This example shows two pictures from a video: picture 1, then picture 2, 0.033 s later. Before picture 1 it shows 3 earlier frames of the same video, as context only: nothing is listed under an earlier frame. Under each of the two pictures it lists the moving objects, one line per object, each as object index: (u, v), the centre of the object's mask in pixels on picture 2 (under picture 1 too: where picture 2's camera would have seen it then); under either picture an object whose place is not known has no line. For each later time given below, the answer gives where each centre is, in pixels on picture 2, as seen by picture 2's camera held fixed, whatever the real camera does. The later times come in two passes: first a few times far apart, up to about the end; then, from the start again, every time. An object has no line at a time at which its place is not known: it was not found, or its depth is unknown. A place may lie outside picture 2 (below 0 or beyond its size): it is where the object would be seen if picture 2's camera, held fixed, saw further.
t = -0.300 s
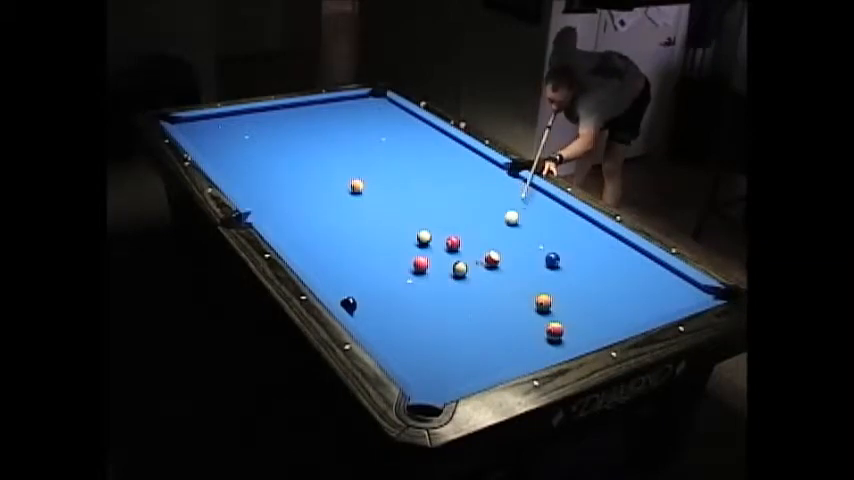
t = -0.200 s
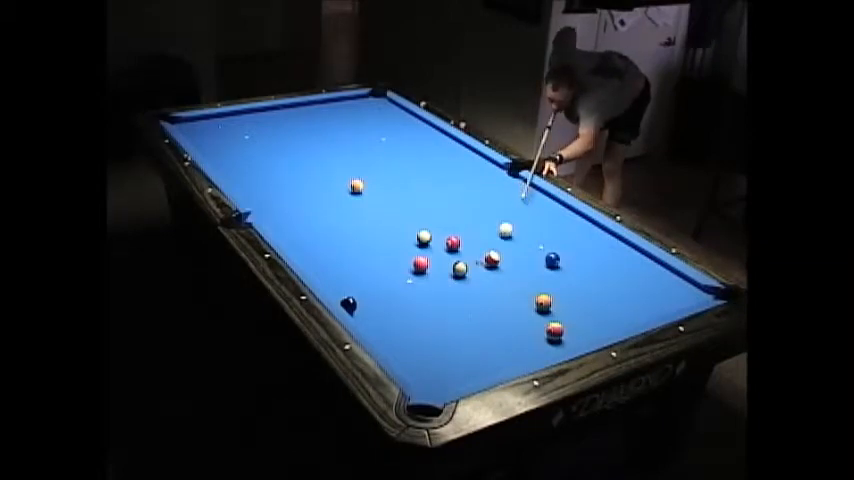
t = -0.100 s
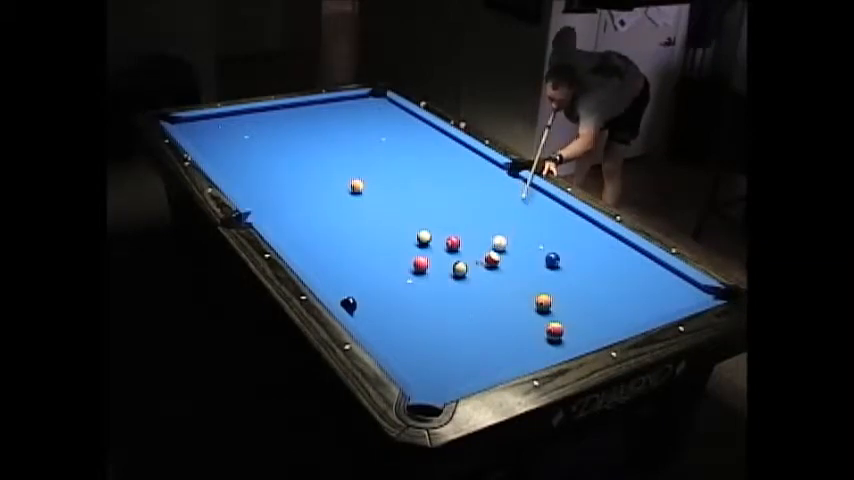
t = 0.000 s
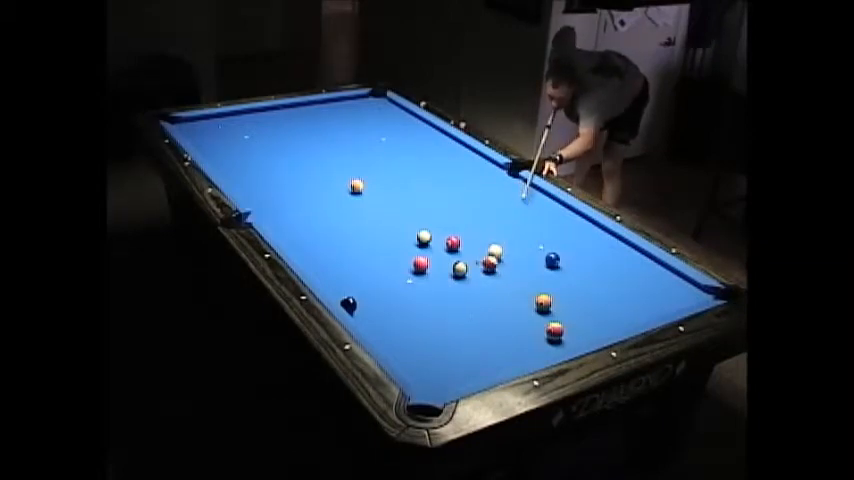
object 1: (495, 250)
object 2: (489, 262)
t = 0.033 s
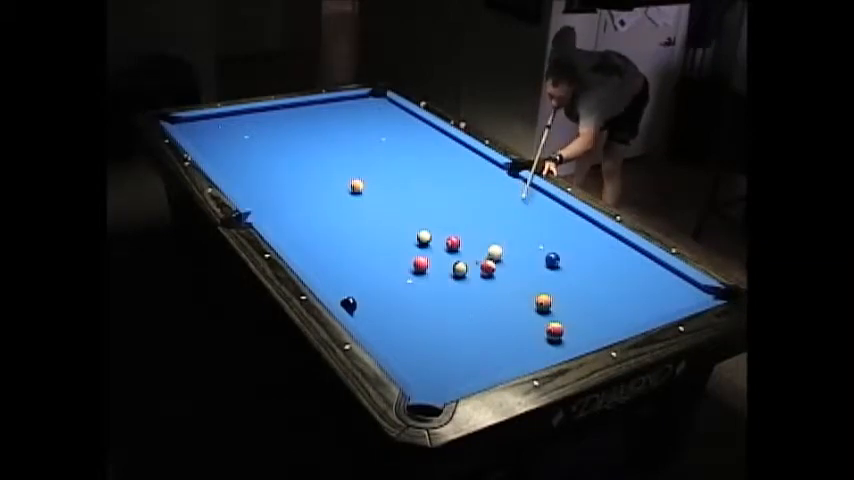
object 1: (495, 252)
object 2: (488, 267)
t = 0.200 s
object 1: (493, 256)
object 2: (479, 284)
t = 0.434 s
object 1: (490, 262)
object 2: (469, 307)
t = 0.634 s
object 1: (488, 266)
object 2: (458, 328)
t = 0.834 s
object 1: (486, 270)
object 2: (448, 350)
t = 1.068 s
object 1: (484, 274)
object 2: (434, 377)
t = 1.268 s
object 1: (482, 278)
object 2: (422, 401)
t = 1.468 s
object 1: (481, 280)
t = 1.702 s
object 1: (479, 283)
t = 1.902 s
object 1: (478, 285)
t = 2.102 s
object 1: (477, 287)
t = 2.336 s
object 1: (476, 289)
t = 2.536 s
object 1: (476, 290)
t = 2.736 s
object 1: (476, 290)
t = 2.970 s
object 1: (476, 290)
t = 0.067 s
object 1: (495, 253)
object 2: (486, 270)
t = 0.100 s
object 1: (494, 254)
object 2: (484, 275)
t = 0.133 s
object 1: (494, 255)
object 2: (482, 278)
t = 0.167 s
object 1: (493, 256)
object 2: (481, 282)
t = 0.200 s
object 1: (493, 256)
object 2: (479, 284)
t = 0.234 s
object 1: (493, 257)
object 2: (478, 288)
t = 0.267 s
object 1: (492, 258)
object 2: (476, 290)
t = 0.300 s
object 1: (491, 259)
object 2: (474, 295)
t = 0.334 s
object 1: (491, 259)
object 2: (473, 297)
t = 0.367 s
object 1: (491, 260)
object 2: (472, 301)
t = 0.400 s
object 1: (490, 261)
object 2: (470, 304)
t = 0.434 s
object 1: (490, 262)
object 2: (469, 307)
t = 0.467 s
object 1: (490, 262)
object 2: (467, 311)
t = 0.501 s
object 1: (489, 263)
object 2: (465, 314)
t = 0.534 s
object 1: (489, 264)
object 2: (464, 317)
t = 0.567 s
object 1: (488, 264)
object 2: (462, 321)
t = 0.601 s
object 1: (488, 265)
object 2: (460, 324)
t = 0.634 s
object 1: (488, 266)
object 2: (458, 328)
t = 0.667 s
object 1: (488, 267)
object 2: (457, 332)
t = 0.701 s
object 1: (487, 267)
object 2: (455, 335)
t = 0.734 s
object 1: (487, 268)
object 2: (453, 339)
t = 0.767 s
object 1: (487, 268)
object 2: (451, 342)
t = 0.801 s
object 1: (486, 269)
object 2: (449, 346)
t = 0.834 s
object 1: (486, 270)
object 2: (448, 350)
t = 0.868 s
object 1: (486, 271)
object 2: (446, 353)
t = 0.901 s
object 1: (486, 271)
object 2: (444, 358)
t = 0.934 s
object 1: (485, 272)
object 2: (442, 361)
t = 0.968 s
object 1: (485, 272)
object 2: (440, 365)
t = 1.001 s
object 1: (485, 273)
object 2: (438, 369)
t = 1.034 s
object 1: (485, 273)
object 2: (436, 373)
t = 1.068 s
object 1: (484, 274)
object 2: (434, 377)
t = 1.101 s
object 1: (484, 275)
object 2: (433, 380)
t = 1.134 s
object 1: (483, 275)
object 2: (431, 384)
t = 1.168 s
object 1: (483, 276)
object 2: (429, 388)
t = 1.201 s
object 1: (483, 277)
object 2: (426, 392)
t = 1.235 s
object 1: (482, 277)
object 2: (424, 397)
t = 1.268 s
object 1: (482, 278)
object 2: (422, 401)
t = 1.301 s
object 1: (482, 278)
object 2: (420, 411)
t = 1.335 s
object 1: (482, 278)
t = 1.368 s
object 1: (482, 279)
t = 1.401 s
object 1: (481, 279)
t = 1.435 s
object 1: (481, 280)
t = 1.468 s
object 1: (481, 280)
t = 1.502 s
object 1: (481, 280)
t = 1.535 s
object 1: (480, 281)
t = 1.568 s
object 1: (480, 281)
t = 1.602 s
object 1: (480, 282)
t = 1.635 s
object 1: (479, 283)
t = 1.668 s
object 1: (479, 283)
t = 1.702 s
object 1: (479, 283)
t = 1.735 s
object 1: (479, 283)
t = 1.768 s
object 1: (479, 284)
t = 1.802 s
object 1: (479, 284)
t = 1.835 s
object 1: (478, 284)
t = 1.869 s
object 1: (478, 284)
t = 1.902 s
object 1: (478, 285)
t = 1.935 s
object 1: (478, 286)
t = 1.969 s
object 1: (478, 286)
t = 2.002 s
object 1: (478, 286)
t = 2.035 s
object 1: (478, 287)
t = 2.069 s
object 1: (477, 287)
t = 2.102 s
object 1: (477, 287)
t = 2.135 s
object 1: (477, 287)
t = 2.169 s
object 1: (477, 287)
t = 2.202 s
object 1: (477, 288)
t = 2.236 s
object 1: (477, 288)
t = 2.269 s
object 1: (476, 288)
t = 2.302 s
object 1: (476, 288)
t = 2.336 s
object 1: (476, 289)
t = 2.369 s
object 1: (476, 289)
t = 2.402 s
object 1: (476, 289)
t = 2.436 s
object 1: (476, 289)
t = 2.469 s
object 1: (476, 290)
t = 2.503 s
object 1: (476, 290)
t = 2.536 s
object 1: (476, 290)
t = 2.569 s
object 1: (476, 290)
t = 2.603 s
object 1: (476, 290)
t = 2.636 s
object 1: (476, 290)
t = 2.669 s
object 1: (476, 290)
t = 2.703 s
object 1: (476, 290)
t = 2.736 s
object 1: (476, 290)
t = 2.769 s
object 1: (476, 290)
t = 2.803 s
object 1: (476, 290)
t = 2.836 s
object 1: (476, 290)
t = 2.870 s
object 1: (476, 290)
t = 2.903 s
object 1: (476, 290)
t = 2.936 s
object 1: (476, 290)
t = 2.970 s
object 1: (476, 290)
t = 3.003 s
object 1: (476, 290)
